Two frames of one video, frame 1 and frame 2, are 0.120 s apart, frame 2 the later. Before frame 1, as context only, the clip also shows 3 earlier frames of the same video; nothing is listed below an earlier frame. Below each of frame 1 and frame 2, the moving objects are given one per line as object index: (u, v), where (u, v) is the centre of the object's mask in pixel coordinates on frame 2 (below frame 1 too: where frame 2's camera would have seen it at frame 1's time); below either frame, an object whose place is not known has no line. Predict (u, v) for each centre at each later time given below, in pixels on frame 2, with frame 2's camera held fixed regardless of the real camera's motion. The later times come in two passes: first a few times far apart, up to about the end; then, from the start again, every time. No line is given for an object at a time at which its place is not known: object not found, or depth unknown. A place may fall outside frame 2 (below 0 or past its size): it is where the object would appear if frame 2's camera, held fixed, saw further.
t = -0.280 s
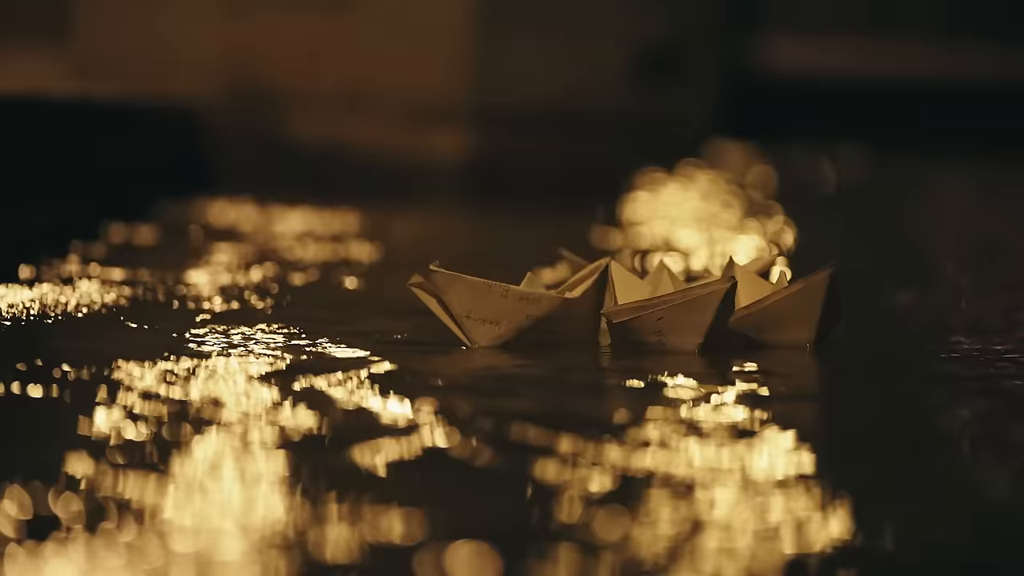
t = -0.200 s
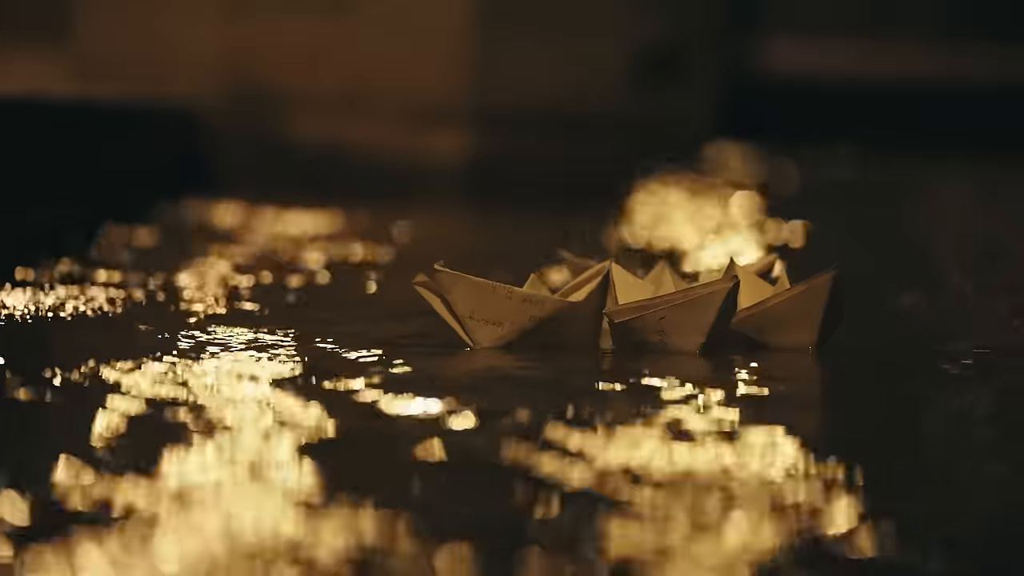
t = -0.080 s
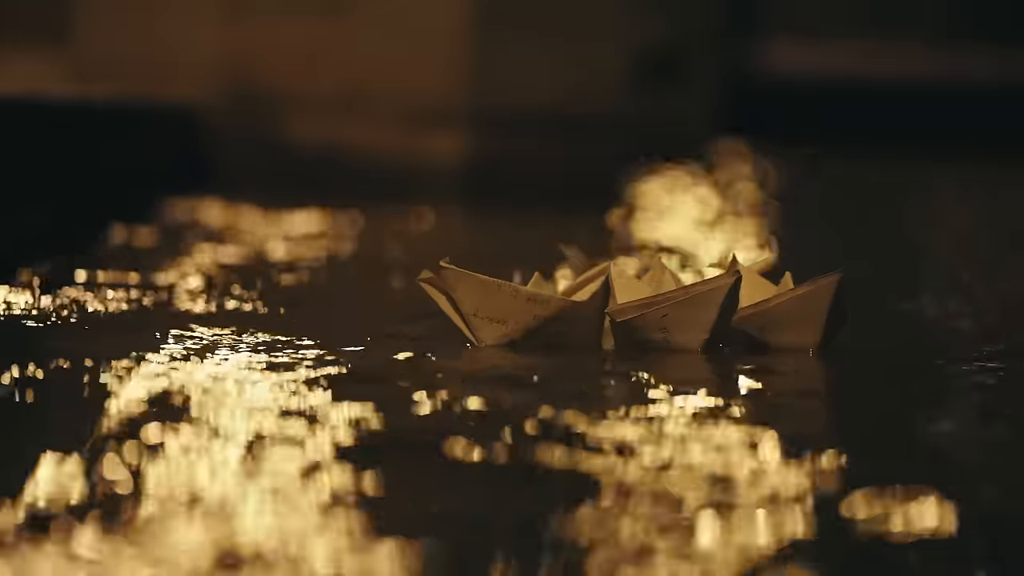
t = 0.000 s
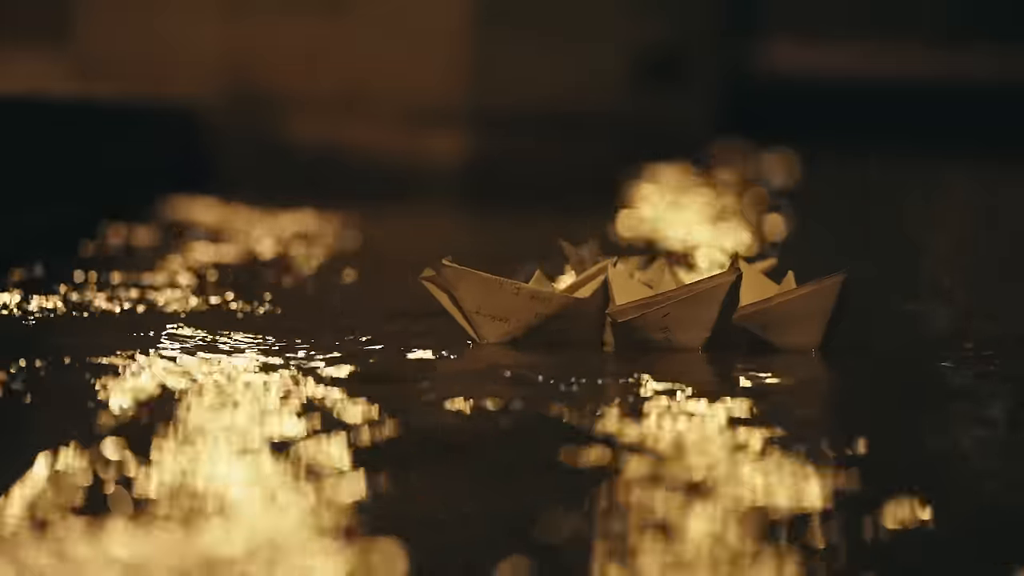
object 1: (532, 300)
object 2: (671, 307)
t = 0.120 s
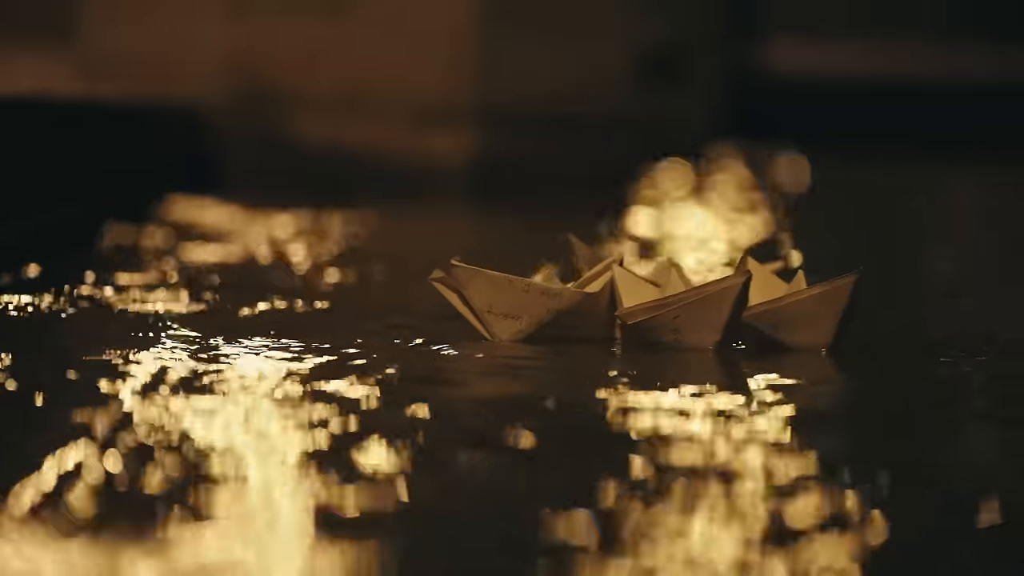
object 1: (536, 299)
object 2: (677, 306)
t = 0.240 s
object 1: (537, 298)
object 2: (678, 307)
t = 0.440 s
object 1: (536, 299)
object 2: (680, 307)
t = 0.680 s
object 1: (540, 297)
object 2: (684, 303)
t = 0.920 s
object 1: (542, 299)
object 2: (685, 304)
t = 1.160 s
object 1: (542, 297)
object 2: (690, 304)
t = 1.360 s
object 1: (541, 294)
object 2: (691, 301)
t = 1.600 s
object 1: (542, 294)
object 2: (692, 302)
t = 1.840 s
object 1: (541, 293)
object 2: (694, 303)
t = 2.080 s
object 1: (544, 293)
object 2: (697, 302)
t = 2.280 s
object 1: (544, 292)
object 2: (700, 304)
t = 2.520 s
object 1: (544, 289)
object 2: (705, 306)
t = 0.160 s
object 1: (537, 297)
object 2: (677, 306)
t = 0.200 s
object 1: (536, 298)
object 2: (678, 307)
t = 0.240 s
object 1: (537, 298)
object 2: (678, 307)
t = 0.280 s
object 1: (540, 297)
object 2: (679, 307)
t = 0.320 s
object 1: (540, 296)
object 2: (681, 306)
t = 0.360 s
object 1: (540, 296)
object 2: (680, 307)
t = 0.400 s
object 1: (540, 296)
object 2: (681, 307)
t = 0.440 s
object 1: (536, 299)
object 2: (680, 307)
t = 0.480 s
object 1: (541, 295)
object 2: (684, 306)
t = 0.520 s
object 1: (539, 297)
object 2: (685, 304)
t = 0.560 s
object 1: (542, 295)
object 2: (682, 304)
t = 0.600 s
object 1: (540, 297)
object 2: (683, 304)
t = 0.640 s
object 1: (541, 296)
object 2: (683, 303)
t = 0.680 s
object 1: (540, 297)
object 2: (684, 303)
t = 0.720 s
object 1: (540, 298)
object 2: (683, 304)
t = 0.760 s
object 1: (541, 297)
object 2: (683, 304)
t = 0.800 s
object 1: (540, 299)
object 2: (683, 304)
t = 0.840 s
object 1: (540, 298)
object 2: (684, 304)
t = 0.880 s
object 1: (543, 298)
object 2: (684, 304)
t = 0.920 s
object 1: (542, 299)
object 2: (685, 304)
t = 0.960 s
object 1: (542, 299)
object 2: (687, 304)
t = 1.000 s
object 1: (543, 298)
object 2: (688, 304)
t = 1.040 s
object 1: (542, 297)
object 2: (688, 304)
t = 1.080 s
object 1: (542, 297)
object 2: (690, 303)
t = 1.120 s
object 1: (542, 296)
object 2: (690, 303)
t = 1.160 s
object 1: (542, 297)
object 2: (690, 304)
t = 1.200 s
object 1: (542, 296)
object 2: (690, 304)
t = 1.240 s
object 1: (542, 296)
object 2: (691, 303)
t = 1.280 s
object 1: (542, 295)
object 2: (691, 302)
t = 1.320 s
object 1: (541, 295)
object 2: (692, 301)
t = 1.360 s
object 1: (541, 294)
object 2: (691, 301)
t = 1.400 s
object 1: (541, 294)
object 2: (691, 301)
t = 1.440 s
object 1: (541, 293)
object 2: (692, 302)
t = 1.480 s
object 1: (542, 293)
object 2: (692, 302)
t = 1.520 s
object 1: (542, 293)
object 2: (692, 303)
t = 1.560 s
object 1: (542, 293)
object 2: (692, 302)
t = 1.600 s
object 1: (542, 294)
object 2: (692, 302)
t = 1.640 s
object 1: (542, 294)
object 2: (694, 302)
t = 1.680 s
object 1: (543, 293)
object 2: (693, 302)
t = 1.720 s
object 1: (543, 293)
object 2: (693, 302)
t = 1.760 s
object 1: (542, 293)
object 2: (693, 303)
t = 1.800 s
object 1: (541, 293)
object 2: (693, 303)
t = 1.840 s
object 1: (541, 293)
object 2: (694, 303)
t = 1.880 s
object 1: (542, 293)
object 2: (694, 303)
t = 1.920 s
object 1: (542, 293)
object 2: (695, 302)
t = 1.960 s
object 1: (542, 293)
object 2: (695, 302)
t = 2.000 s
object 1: (543, 293)
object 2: (696, 302)
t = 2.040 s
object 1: (543, 293)
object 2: (697, 302)
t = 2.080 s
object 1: (544, 293)
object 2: (697, 302)
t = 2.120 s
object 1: (544, 293)
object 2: (698, 302)
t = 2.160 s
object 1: (544, 293)
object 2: (698, 303)
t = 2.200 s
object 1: (544, 293)
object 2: (698, 302)
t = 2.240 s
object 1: (544, 292)
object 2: (699, 303)
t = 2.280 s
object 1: (544, 292)
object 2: (700, 304)
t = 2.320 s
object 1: (544, 291)
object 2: (699, 305)
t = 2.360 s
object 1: (543, 291)
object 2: (700, 306)
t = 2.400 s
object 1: (543, 291)
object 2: (701, 306)
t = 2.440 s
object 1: (543, 290)
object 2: (703, 306)
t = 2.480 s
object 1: (544, 290)
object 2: (704, 306)
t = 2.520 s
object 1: (544, 289)
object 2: (705, 306)
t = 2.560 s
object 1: (545, 289)
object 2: (707, 305)
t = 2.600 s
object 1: (546, 289)
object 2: (708, 305)
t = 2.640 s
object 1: (548, 290)
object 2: (710, 304)
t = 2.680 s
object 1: (548, 290)
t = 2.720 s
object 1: (549, 290)
